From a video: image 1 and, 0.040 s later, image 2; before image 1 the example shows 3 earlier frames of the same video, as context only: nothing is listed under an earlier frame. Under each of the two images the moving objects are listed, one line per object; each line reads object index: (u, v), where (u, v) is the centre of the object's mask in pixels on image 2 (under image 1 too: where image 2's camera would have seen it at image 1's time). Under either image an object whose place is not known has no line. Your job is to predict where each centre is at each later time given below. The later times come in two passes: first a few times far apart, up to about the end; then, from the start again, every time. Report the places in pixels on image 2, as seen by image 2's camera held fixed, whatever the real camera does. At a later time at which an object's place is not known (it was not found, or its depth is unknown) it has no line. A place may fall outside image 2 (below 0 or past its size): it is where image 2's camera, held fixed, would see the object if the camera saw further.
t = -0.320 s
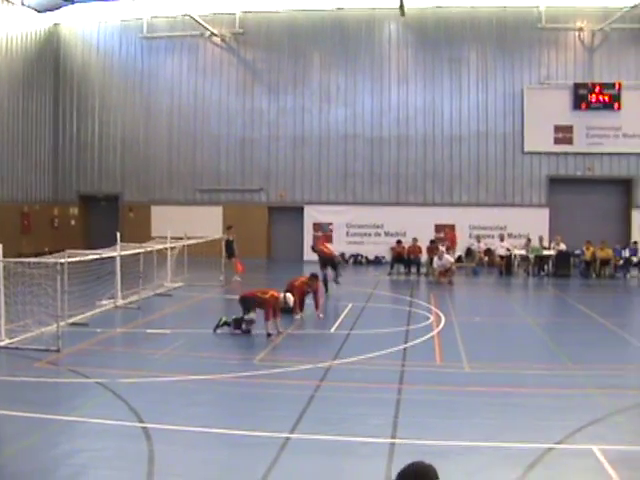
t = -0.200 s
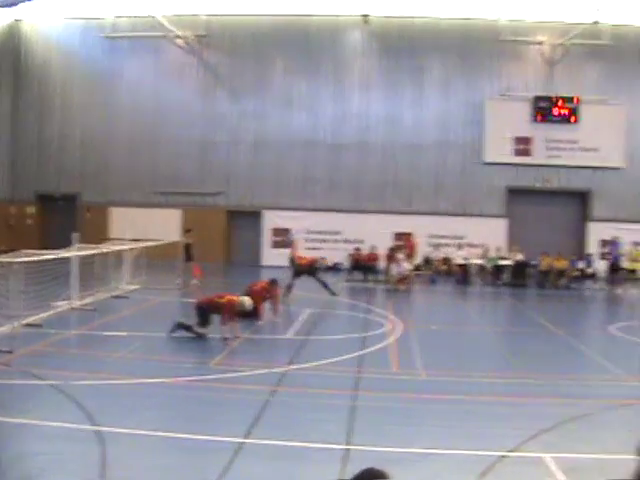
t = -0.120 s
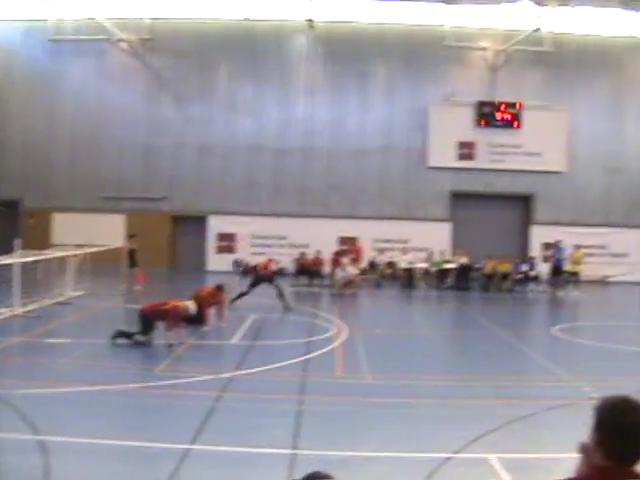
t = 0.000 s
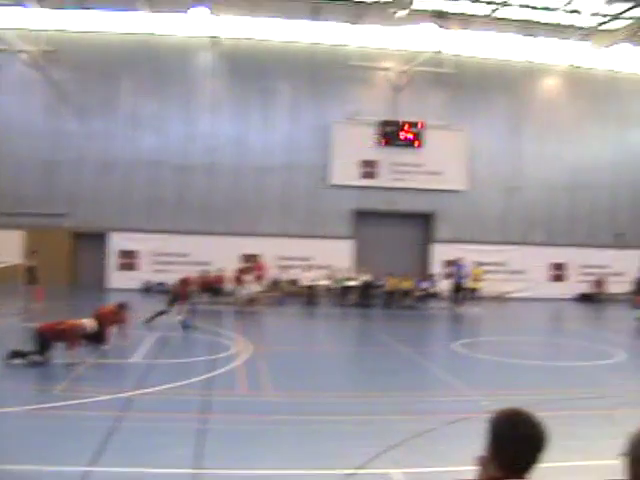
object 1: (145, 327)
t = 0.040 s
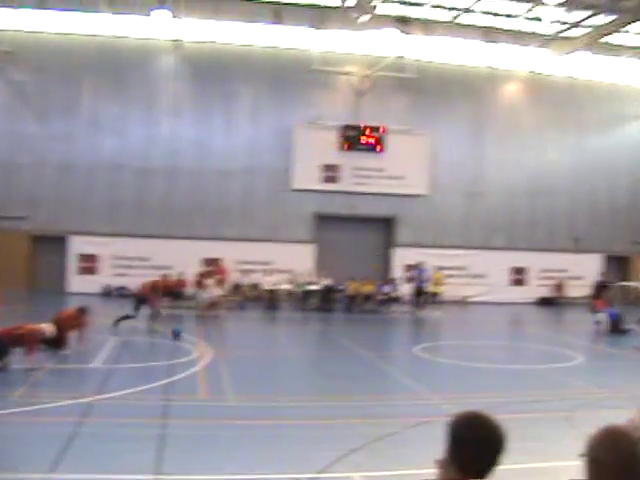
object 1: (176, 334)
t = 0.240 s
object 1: (307, 339)
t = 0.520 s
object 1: (464, 348)
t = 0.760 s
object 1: (595, 354)
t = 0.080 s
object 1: (203, 334)
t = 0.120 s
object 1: (230, 334)
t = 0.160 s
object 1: (258, 337)
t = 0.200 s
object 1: (284, 340)
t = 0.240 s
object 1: (307, 339)
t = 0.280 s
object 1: (330, 338)
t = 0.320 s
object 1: (352, 340)
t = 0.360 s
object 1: (376, 343)
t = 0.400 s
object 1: (398, 346)
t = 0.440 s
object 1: (420, 346)
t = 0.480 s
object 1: (442, 346)
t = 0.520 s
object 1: (464, 348)
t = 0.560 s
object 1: (485, 350)
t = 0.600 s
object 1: (507, 349)
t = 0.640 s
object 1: (529, 350)
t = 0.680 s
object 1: (551, 353)
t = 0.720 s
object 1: (572, 354)
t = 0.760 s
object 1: (595, 354)
